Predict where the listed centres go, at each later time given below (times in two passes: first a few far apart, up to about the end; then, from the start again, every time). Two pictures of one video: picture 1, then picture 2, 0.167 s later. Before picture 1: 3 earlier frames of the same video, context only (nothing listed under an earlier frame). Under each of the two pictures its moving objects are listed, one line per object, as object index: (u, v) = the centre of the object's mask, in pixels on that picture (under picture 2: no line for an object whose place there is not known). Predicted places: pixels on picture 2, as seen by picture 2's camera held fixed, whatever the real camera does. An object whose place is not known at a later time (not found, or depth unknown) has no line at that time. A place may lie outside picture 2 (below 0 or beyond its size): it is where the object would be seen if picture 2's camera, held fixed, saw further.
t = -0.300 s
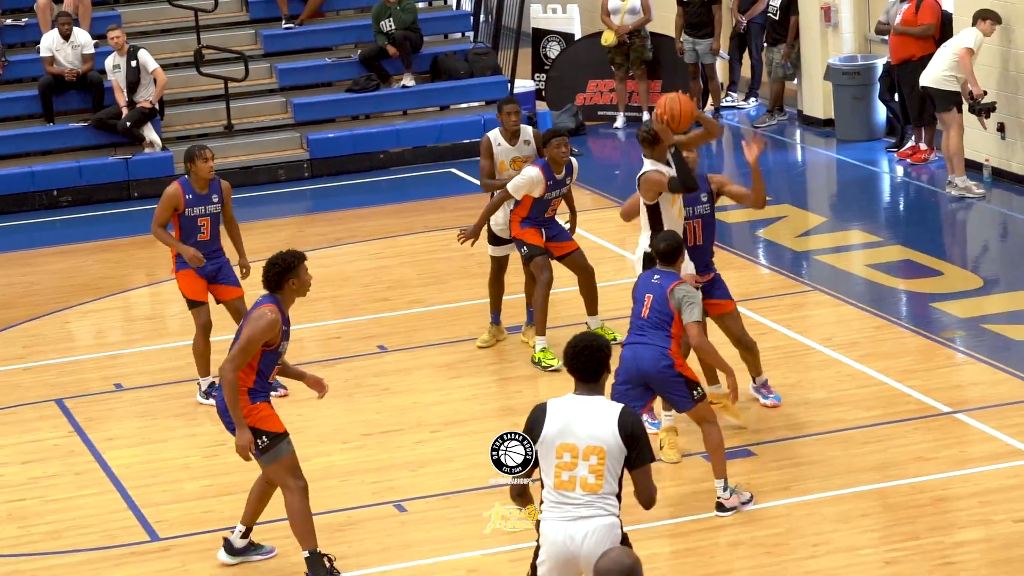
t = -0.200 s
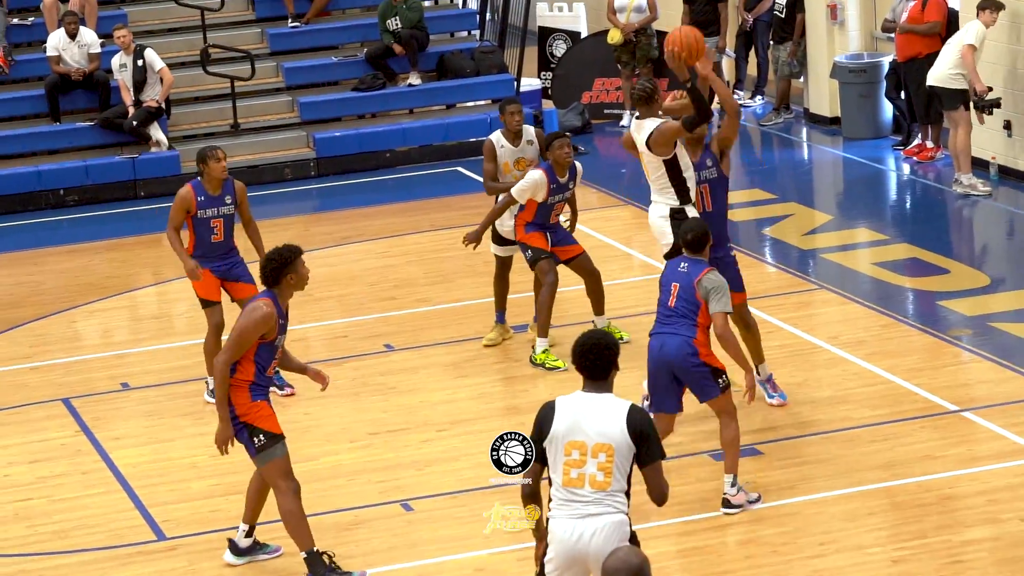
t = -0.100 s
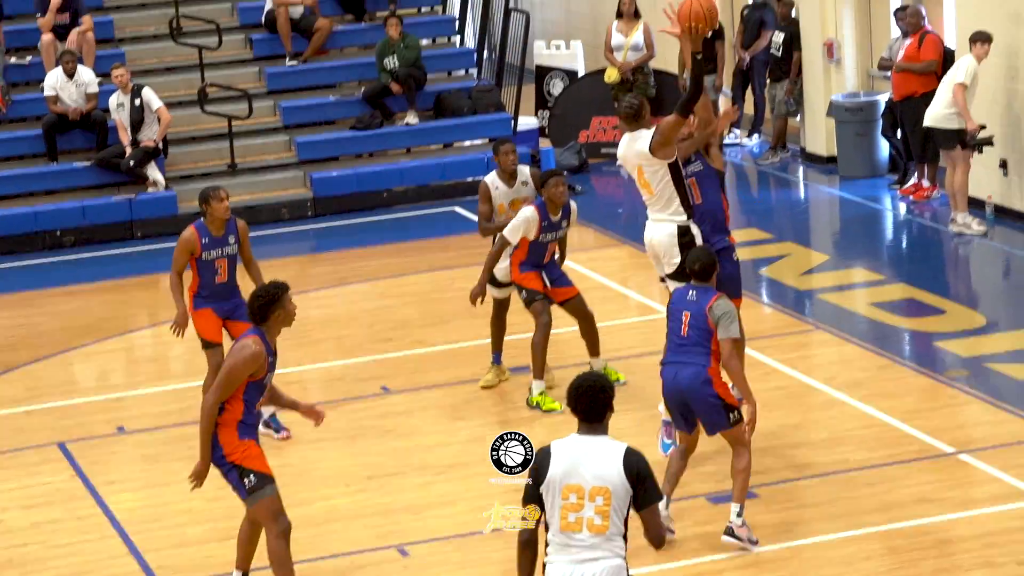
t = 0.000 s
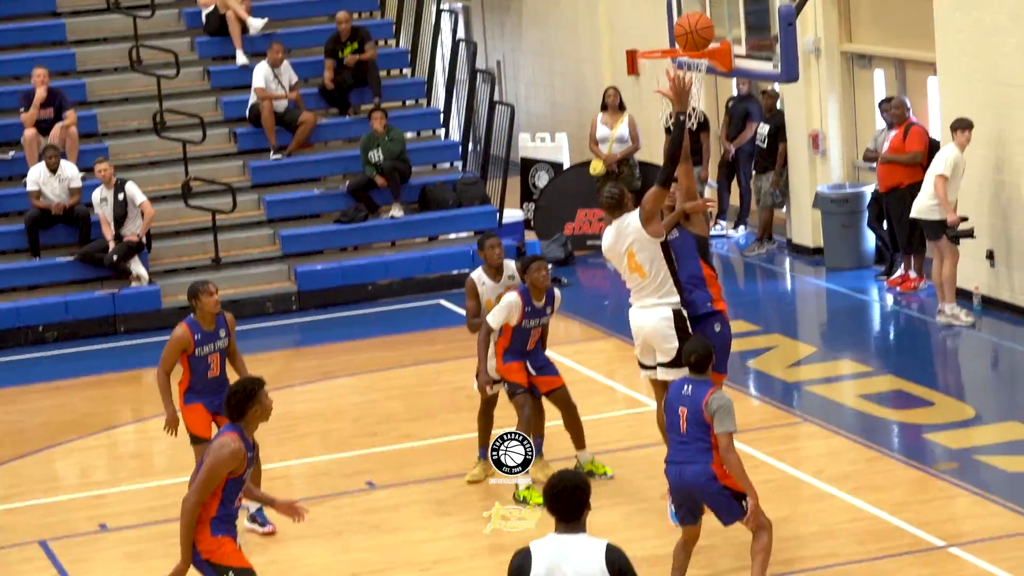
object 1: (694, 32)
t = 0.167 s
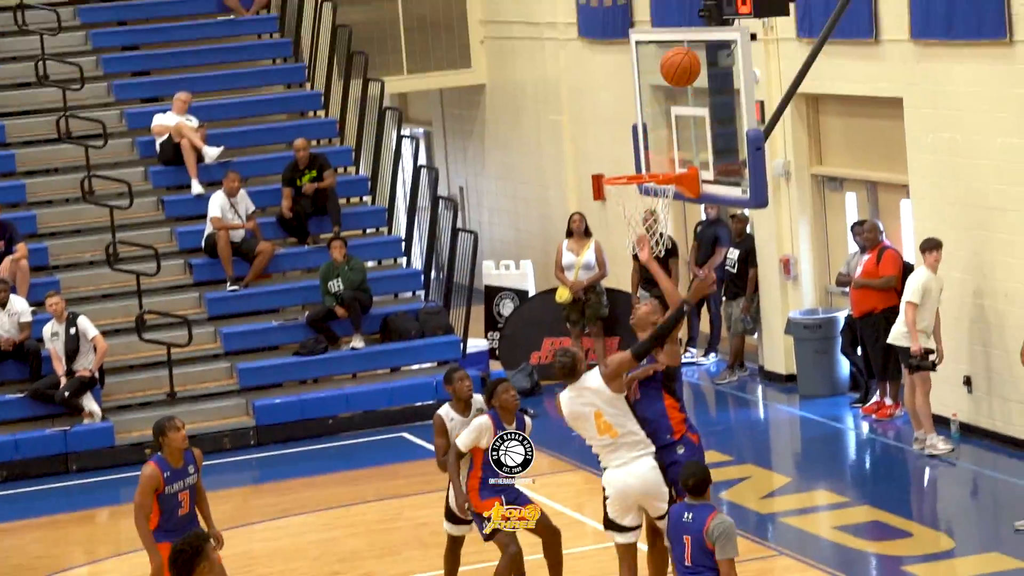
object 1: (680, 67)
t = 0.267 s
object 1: (693, 37)
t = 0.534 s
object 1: (682, 36)
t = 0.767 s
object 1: (604, 119)
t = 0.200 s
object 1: (684, 55)
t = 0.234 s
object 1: (689, 45)
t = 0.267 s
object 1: (693, 37)
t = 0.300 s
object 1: (698, 32)
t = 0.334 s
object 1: (702, 27)
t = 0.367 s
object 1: (706, 25)
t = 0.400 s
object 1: (711, 25)
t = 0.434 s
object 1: (716, 26)
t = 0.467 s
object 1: (706, 27)
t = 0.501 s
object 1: (694, 31)
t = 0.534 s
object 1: (682, 36)
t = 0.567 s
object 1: (671, 43)
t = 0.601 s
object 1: (659, 51)
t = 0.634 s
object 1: (648, 62)
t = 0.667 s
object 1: (637, 73)
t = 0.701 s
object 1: (626, 86)
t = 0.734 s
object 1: (615, 102)
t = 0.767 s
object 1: (604, 119)
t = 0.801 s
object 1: (594, 136)
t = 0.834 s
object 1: (585, 156)
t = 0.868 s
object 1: (575, 177)
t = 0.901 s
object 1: (566, 200)
